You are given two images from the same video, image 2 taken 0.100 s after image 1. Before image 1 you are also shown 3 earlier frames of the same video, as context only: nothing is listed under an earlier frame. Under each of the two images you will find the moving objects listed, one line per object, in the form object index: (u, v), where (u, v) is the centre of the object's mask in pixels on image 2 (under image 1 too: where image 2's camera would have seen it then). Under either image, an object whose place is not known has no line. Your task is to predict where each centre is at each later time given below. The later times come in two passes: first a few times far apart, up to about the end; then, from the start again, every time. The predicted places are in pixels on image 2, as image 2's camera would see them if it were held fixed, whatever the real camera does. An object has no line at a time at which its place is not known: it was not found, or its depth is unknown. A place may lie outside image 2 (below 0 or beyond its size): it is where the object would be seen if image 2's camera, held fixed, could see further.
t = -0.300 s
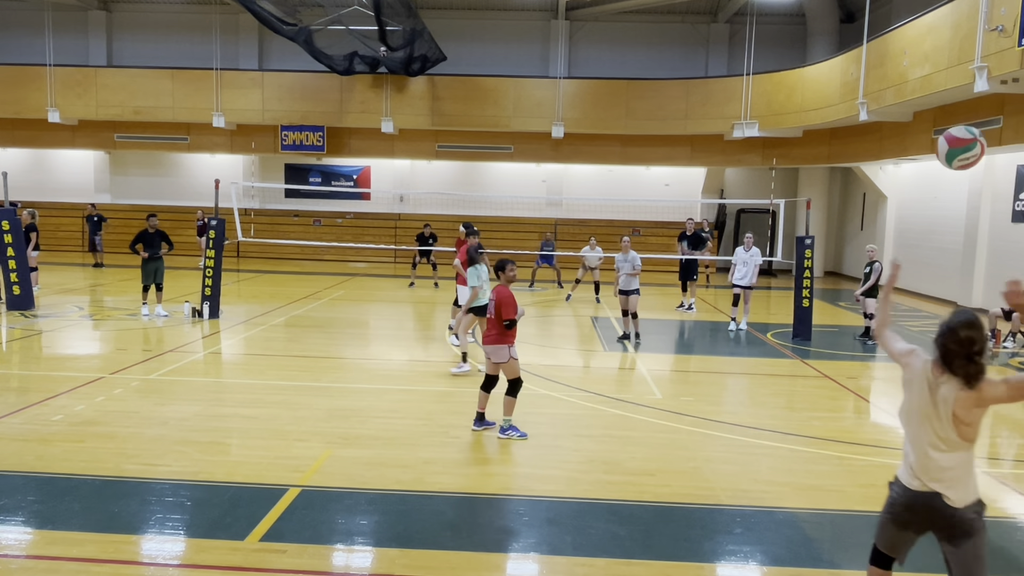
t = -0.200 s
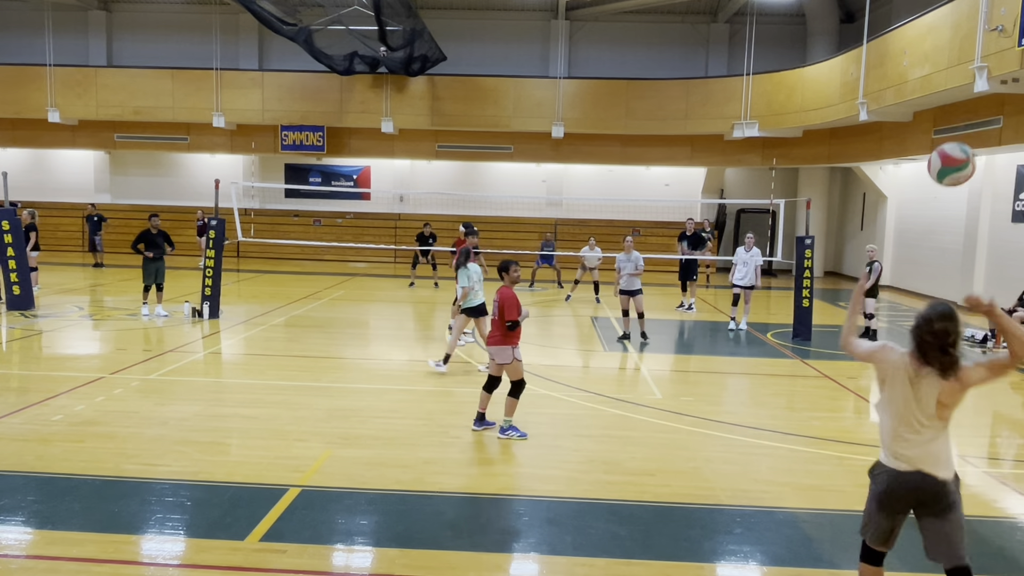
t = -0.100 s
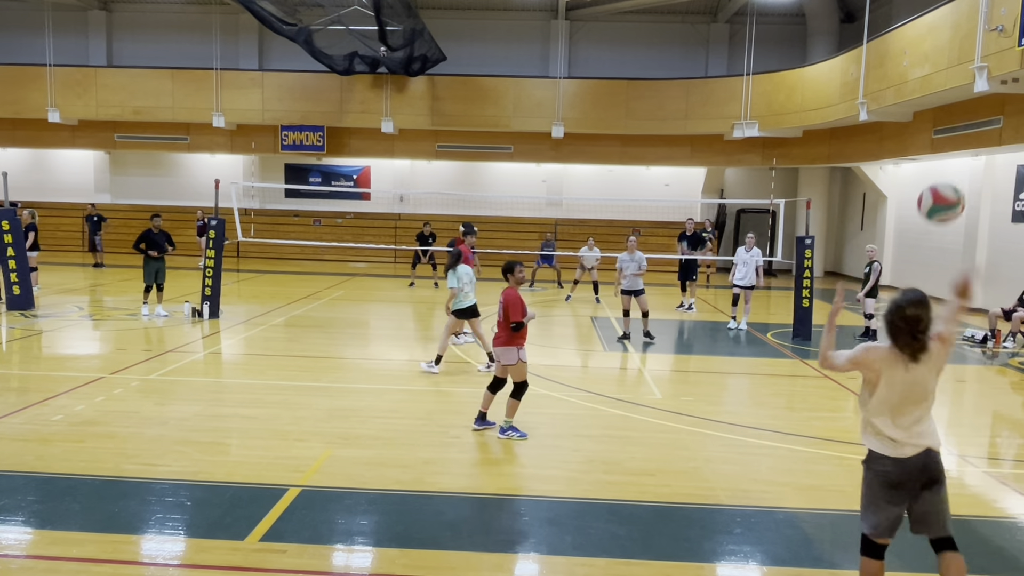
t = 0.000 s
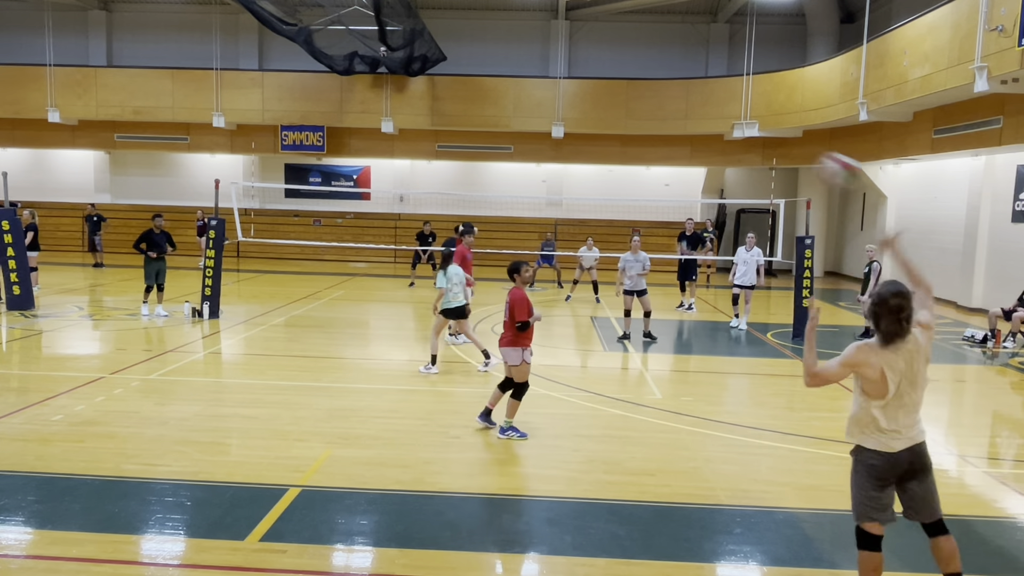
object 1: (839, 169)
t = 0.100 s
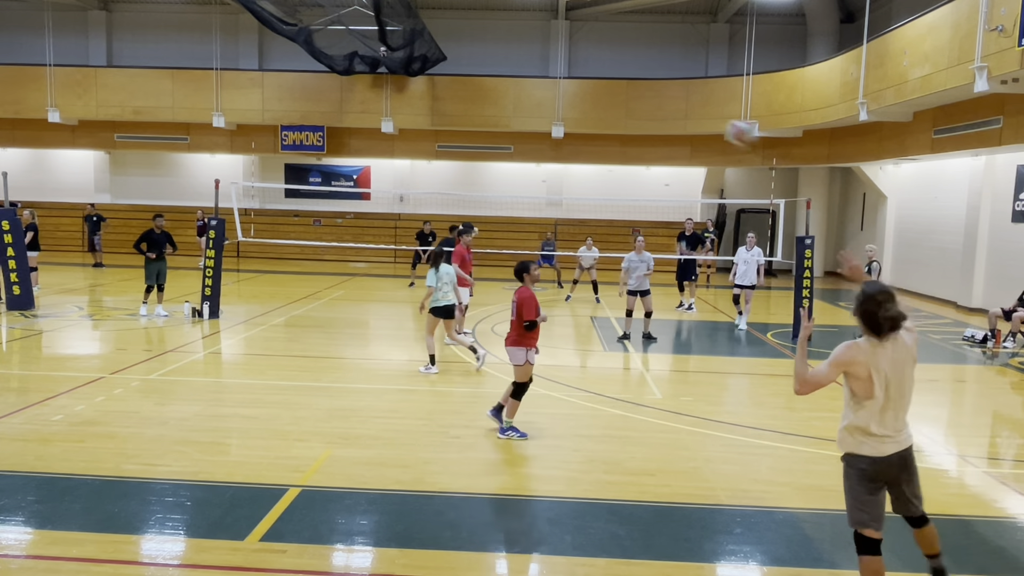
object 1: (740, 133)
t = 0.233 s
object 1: (664, 114)
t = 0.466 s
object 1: (588, 127)
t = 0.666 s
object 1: (549, 156)
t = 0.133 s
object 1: (717, 126)
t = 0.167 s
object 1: (697, 120)
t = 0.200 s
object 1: (680, 116)
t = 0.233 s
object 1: (664, 114)
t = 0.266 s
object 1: (651, 114)
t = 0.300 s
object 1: (638, 114)
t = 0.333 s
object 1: (627, 115)
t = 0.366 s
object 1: (616, 117)
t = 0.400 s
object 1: (606, 120)
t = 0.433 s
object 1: (596, 123)
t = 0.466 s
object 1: (588, 127)
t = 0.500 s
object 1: (580, 131)
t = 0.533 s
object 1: (573, 135)
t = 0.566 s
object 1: (567, 139)
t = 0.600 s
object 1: (561, 144)
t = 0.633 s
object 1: (555, 150)
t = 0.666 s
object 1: (549, 156)
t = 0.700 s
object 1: (543, 161)
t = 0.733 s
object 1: (538, 168)
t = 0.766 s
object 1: (533, 175)
